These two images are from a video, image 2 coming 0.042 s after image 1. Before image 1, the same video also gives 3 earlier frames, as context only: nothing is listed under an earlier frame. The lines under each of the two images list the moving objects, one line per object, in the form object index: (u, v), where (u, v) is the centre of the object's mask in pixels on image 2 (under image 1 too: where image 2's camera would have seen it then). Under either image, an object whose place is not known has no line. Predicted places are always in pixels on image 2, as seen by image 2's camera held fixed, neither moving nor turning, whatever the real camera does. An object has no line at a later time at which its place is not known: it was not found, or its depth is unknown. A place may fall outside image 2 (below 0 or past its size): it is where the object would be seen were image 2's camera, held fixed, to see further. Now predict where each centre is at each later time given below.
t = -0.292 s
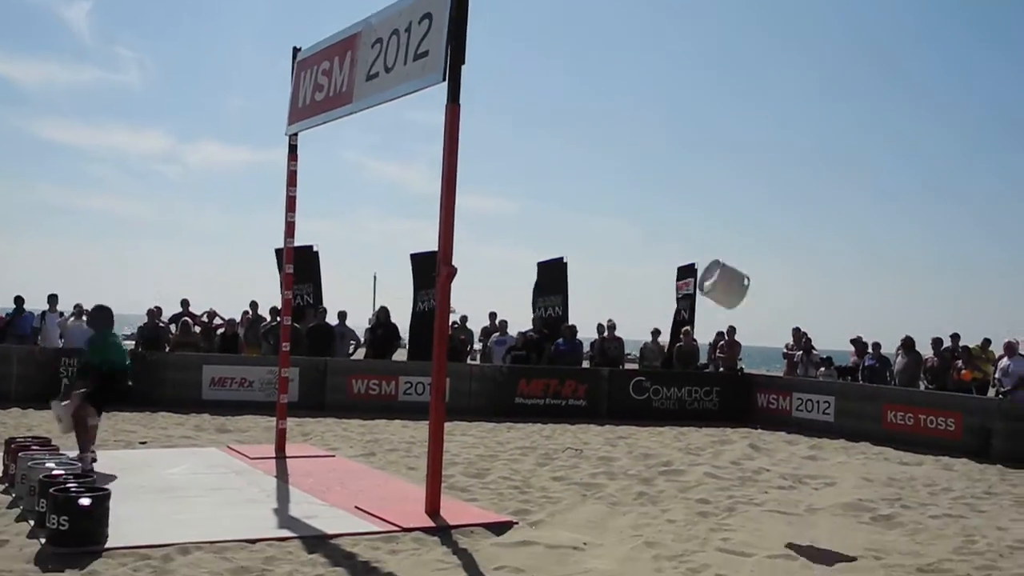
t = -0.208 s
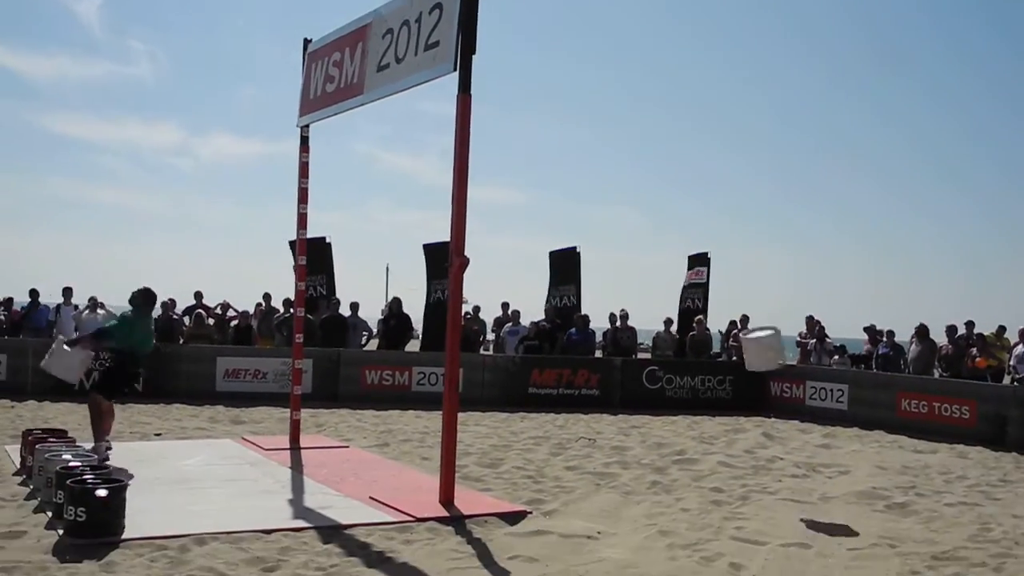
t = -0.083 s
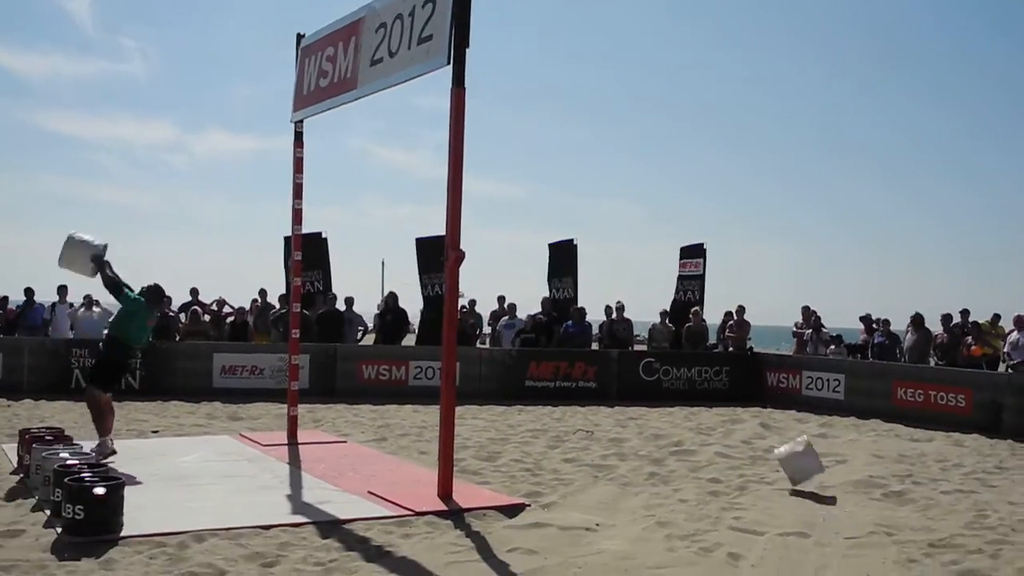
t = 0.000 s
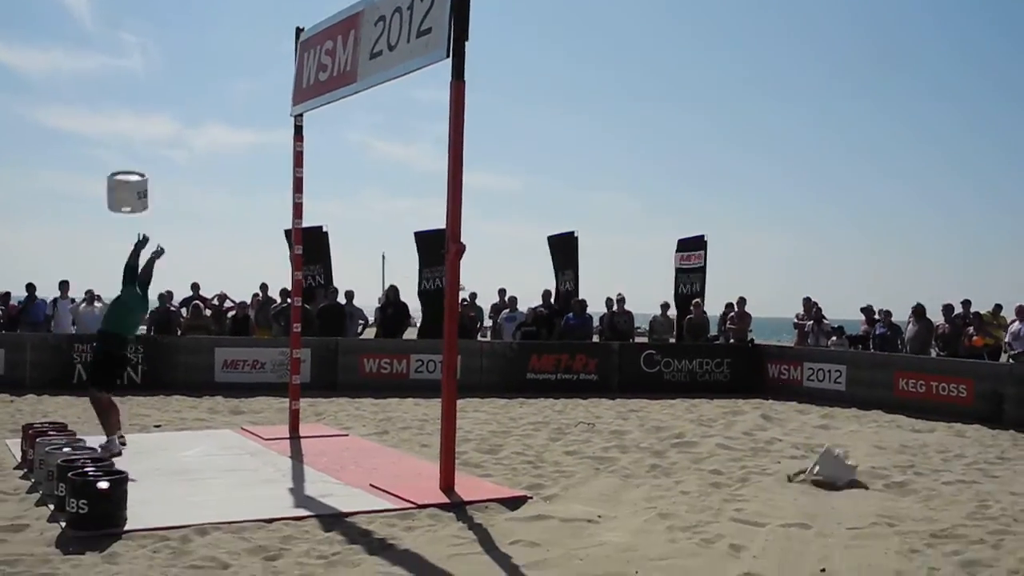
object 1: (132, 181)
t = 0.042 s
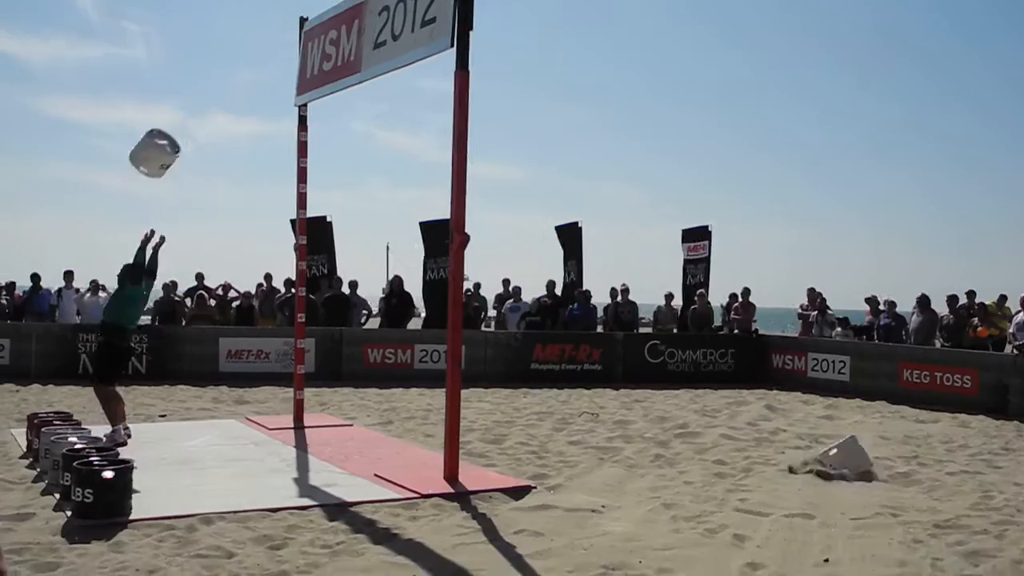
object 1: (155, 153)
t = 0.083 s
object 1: (179, 127)
